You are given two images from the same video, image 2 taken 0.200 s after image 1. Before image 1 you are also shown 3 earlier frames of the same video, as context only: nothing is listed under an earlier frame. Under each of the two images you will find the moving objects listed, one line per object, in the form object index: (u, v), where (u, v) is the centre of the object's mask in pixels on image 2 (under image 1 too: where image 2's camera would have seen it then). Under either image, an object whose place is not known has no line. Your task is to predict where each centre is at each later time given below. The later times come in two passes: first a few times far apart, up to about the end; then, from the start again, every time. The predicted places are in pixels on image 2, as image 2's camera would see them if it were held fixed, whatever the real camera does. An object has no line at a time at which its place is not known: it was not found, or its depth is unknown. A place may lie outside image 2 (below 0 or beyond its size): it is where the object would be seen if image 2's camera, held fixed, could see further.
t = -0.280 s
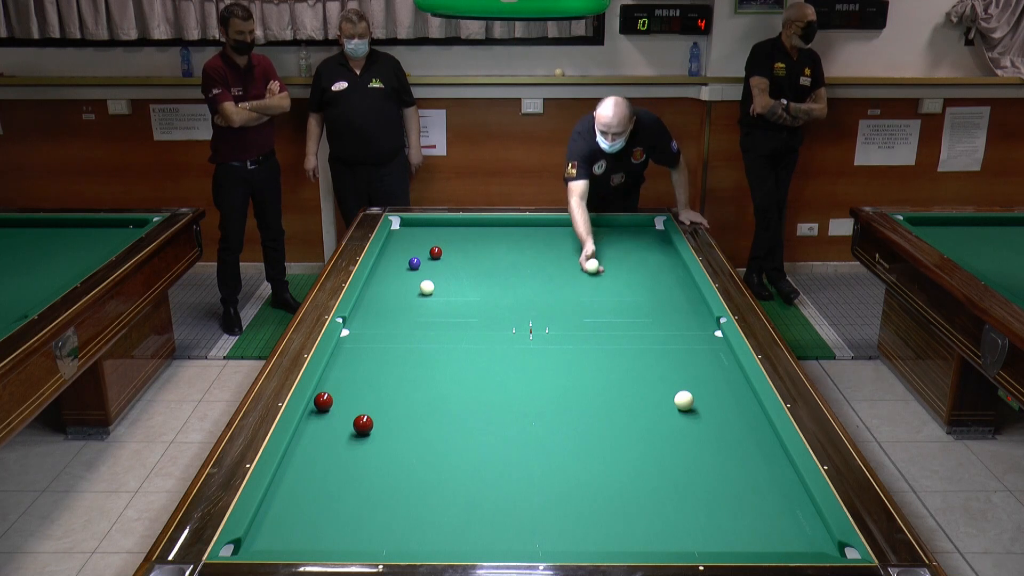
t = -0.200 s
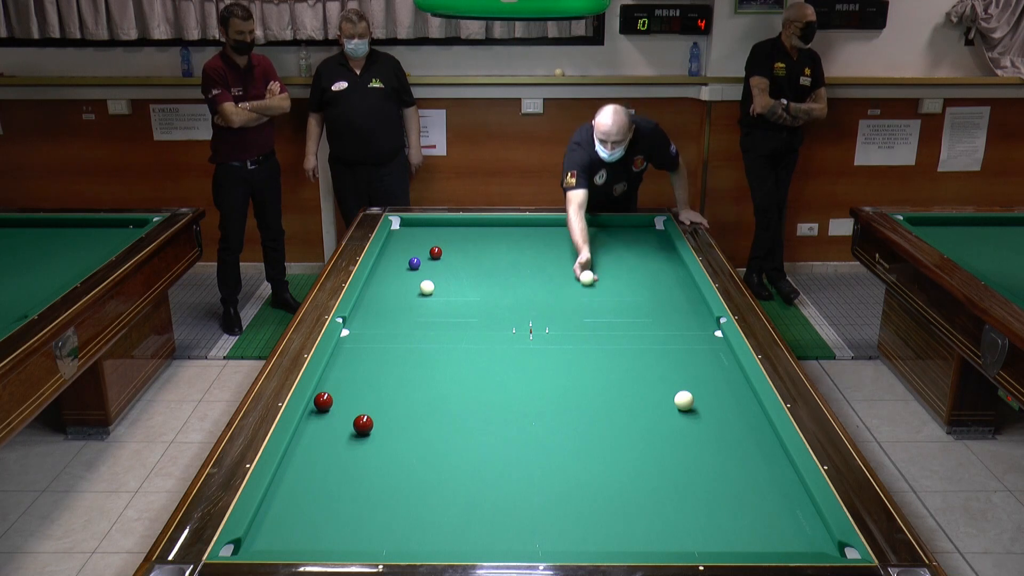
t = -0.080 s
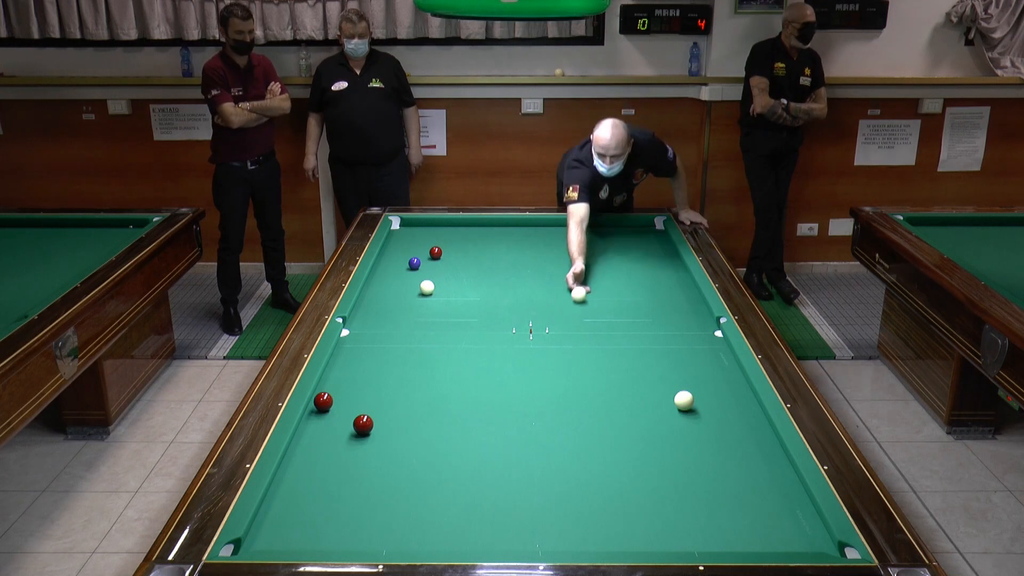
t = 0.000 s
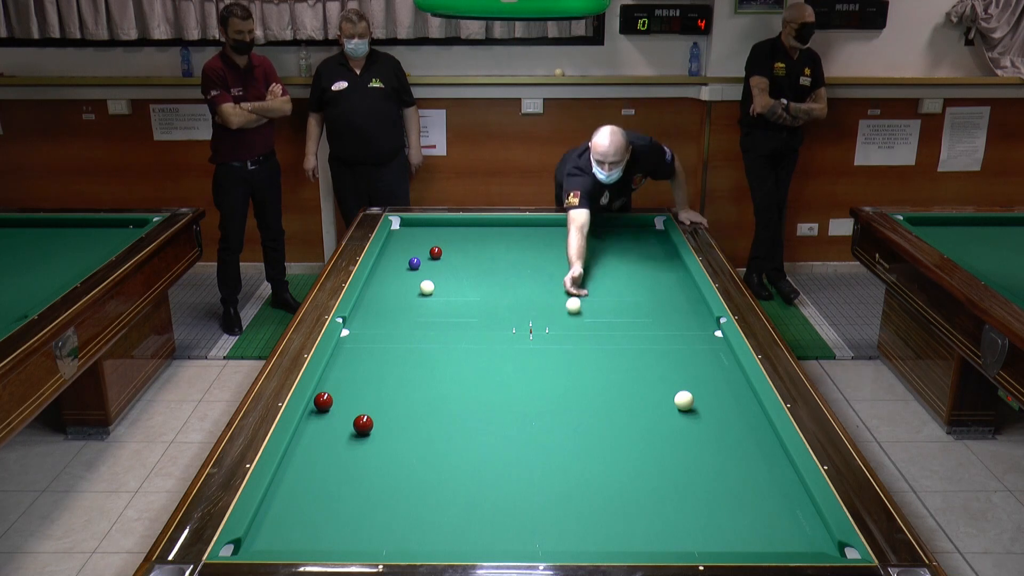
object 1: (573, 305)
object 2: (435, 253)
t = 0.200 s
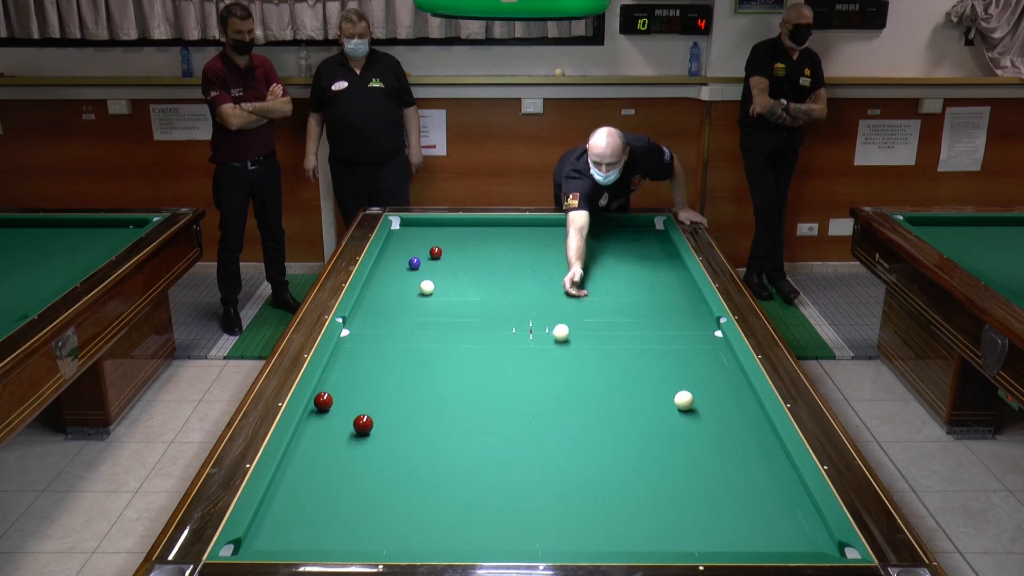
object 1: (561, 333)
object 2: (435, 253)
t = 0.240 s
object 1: (558, 338)
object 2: (435, 253)
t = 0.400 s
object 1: (546, 365)
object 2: (435, 253)
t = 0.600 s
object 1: (529, 401)
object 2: (435, 253)
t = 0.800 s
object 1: (509, 446)
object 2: (435, 253)
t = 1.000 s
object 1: (484, 499)
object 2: (436, 253)
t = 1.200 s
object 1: (456, 540)
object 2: (436, 253)
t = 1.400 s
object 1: (445, 498)
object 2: (436, 253)
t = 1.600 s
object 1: (435, 465)
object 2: (436, 252)
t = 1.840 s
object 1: (424, 431)
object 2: (436, 252)
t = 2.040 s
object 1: (416, 406)
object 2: (436, 252)
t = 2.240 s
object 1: (409, 384)
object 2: (436, 252)
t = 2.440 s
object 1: (403, 364)
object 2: (436, 252)
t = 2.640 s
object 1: (397, 346)
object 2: (436, 252)
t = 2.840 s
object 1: (392, 330)
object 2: (436, 252)
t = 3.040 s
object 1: (388, 315)
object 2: (436, 252)
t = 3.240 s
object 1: (383, 302)
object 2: (436, 252)
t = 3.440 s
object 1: (380, 289)
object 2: (436, 252)
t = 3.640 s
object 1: (376, 278)
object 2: (436, 252)
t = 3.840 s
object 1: (380, 268)
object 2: (436, 252)
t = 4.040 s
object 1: (388, 259)
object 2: (436, 252)
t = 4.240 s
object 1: (395, 251)
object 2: (436, 252)
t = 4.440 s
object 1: (401, 244)
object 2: (436, 252)
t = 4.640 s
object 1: (407, 237)
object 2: (436, 252)
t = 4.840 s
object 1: (413, 230)
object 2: (436, 252)
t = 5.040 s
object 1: (418, 224)
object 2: (436, 252)
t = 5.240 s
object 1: (421, 226)
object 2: (436, 252)
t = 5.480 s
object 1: (423, 230)
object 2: (436, 252)
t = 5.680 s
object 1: (425, 234)
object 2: (436, 253)
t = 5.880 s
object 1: (428, 237)
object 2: (436, 253)
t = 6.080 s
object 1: (430, 240)
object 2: (436, 253)
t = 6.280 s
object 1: (432, 242)
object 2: (436, 253)
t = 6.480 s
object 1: (434, 244)
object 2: (436, 253)
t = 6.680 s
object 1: (437, 246)
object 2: (436, 254)
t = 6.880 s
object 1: (439, 248)
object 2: (435, 256)
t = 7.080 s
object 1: (441, 249)
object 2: (435, 258)
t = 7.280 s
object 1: (442, 250)
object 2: (435, 260)
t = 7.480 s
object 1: (443, 251)
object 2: (435, 262)
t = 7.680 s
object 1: (444, 252)
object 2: (435, 263)
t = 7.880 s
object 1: (445, 252)
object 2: (435, 265)
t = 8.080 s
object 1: (445, 252)
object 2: (435, 267)
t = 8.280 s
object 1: (446, 252)
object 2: (436, 268)
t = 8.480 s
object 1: (446, 252)
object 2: (436, 269)
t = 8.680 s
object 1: (446, 252)
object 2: (436, 270)
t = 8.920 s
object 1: (446, 253)
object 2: (436, 271)
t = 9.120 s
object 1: (446, 253)
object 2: (435, 272)
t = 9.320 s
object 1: (446, 253)
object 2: (435, 273)
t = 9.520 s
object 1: (446, 253)
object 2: (436, 273)
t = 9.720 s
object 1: (446, 253)
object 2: (436, 274)
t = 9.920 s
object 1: (446, 253)
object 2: (436, 274)
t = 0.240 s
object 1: (558, 338)
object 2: (435, 253)
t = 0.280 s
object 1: (555, 345)
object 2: (435, 253)
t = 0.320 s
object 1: (552, 351)
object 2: (435, 253)
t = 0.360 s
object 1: (549, 358)
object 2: (435, 253)
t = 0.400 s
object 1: (546, 365)
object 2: (435, 253)
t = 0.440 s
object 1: (543, 371)
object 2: (435, 253)
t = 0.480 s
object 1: (540, 378)
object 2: (435, 253)
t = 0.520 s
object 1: (536, 386)
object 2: (435, 253)
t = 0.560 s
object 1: (533, 394)
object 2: (435, 253)
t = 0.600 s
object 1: (529, 401)
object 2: (435, 253)
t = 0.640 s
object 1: (526, 410)
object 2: (435, 253)
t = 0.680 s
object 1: (522, 418)
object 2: (435, 253)
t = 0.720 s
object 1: (517, 427)
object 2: (435, 253)
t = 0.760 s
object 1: (513, 437)
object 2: (435, 253)
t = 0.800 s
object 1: (509, 446)
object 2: (435, 253)
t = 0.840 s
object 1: (504, 456)
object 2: (436, 253)
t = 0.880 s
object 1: (499, 466)
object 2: (436, 253)
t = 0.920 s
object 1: (494, 477)
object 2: (436, 253)
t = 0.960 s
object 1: (489, 488)
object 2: (436, 253)
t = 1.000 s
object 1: (484, 499)
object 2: (436, 253)
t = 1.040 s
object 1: (478, 510)
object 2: (436, 253)
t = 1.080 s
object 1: (472, 523)
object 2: (436, 253)
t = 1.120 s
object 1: (466, 535)
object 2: (436, 253)
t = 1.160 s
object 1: (460, 544)
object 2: (436, 253)
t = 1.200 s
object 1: (456, 540)
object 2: (436, 253)
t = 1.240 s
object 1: (454, 532)
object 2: (436, 253)
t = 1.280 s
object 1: (452, 522)
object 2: (436, 253)
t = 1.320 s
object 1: (450, 513)
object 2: (436, 253)
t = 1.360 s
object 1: (447, 505)
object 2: (436, 253)
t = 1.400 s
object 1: (445, 498)
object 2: (436, 253)
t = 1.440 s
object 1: (443, 491)
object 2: (436, 253)
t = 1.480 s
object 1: (441, 484)
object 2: (436, 253)
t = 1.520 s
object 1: (439, 478)
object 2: (436, 253)
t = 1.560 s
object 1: (437, 472)
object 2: (436, 252)
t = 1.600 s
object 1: (435, 465)
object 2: (436, 252)
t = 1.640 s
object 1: (433, 459)
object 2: (436, 253)
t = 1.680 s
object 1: (431, 453)
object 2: (436, 252)
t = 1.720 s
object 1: (429, 448)
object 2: (436, 252)
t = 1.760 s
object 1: (427, 442)
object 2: (436, 252)
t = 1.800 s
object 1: (426, 437)
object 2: (436, 252)
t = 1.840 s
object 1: (424, 431)
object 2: (436, 252)
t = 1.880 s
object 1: (422, 426)
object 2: (436, 252)
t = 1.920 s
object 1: (420, 421)
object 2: (436, 252)
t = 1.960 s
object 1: (419, 416)
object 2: (436, 252)
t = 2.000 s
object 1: (417, 411)
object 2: (436, 252)
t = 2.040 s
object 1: (416, 406)
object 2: (436, 252)
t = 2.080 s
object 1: (414, 402)
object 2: (436, 252)
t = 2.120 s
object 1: (413, 397)
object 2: (436, 252)
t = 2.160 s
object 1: (412, 393)
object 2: (436, 252)
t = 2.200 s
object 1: (410, 388)
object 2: (436, 252)
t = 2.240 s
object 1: (409, 384)
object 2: (436, 252)
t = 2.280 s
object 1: (408, 380)
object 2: (436, 252)
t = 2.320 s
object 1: (406, 376)
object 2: (436, 252)
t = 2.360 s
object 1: (405, 372)
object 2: (436, 252)
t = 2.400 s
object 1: (404, 368)
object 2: (436, 252)
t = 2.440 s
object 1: (403, 364)
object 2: (436, 252)
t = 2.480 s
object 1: (402, 360)
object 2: (436, 252)
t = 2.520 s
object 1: (401, 357)
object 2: (436, 252)
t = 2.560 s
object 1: (399, 353)
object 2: (436, 252)
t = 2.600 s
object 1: (398, 350)
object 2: (436, 252)
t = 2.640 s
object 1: (397, 346)
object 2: (436, 252)
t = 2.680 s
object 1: (396, 343)
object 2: (436, 252)
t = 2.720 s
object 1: (395, 339)
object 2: (436, 252)
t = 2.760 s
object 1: (394, 336)
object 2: (436, 252)
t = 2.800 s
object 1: (393, 333)
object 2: (436, 252)
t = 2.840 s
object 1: (392, 330)
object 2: (436, 252)
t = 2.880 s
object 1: (391, 327)
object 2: (436, 252)
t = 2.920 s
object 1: (390, 324)
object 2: (436, 252)
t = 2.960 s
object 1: (389, 321)
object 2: (436, 252)
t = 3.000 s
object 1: (388, 318)
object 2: (436, 252)
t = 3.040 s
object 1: (388, 315)
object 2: (436, 252)
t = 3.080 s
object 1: (387, 312)
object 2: (436, 252)
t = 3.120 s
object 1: (386, 310)
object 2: (436, 252)
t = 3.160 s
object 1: (385, 307)
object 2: (436, 252)
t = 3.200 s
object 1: (384, 304)
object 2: (436, 252)
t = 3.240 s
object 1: (383, 302)
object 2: (436, 252)
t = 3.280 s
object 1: (383, 299)
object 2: (436, 252)
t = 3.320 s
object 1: (382, 297)
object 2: (436, 252)
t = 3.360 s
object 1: (381, 294)
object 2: (436, 252)
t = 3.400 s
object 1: (380, 292)
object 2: (436, 252)
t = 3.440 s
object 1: (380, 289)
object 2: (436, 252)
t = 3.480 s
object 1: (379, 287)
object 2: (436, 252)
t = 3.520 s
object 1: (378, 285)
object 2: (436, 252)
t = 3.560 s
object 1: (377, 282)
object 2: (436, 252)
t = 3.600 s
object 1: (377, 280)
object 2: (436, 252)
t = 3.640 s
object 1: (376, 278)
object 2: (436, 252)
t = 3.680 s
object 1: (375, 276)
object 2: (436, 252)
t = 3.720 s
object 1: (376, 274)
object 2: (436, 252)
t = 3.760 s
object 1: (377, 272)
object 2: (436, 252)
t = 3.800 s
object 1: (379, 270)
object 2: (436, 252)
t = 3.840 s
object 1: (380, 268)
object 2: (436, 252)
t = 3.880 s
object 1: (382, 266)
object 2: (436, 252)
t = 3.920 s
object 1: (383, 265)
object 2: (436, 252)
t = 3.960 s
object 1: (385, 263)
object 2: (436, 252)
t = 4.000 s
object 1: (386, 261)
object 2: (436, 252)
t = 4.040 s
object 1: (388, 259)
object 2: (436, 252)
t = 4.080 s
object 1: (389, 258)
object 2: (436, 252)
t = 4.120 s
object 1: (391, 256)
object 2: (436, 252)
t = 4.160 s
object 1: (392, 255)
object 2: (436, 252)
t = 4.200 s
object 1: (393, 253)
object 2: (436, 252)
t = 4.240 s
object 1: (395, 251)
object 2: (436, 252)
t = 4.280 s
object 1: (396, 250)
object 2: (436, 252)
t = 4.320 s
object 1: (397, 248)
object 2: (436, 252)
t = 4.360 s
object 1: (399, 247)
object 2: (436, 252)
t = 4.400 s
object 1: (400, 245)
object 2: (436, 252)
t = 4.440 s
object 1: (401, 244)
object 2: (436, 252)
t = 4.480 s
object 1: (402, 242)
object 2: (436, 252)
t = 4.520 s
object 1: (404, 241)
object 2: (436, 252)
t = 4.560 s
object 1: (405, 240)
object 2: (436, 252)
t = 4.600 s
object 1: (406, 238)
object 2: (436, 252)
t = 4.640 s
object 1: (407, 237)
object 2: (436, 252)
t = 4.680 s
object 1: (408, 236)
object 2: (436, 252)
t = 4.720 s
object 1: (409, 234)
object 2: (436, 252)
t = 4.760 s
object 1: (410, 233)
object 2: (436, 252)
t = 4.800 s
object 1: (412, 232)
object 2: (436, 252)
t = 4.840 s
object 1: (413, 230)
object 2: (436, 252)
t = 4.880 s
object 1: (414, 229)
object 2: (436, 252)
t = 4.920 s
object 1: (415, 228)
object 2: (436, 252)
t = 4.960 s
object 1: (416, 227)
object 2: (436, 252)
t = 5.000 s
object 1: (417, 226)
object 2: (436, 252)
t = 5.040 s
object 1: (418, 224)
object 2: (436, 252)
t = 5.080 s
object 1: (419, 223)
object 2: (436, 252)
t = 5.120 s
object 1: (419, 224)
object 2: (436, 253)
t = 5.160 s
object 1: (420, 225)
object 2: (436, 252)
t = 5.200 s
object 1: (420, 225)
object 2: (436, 252)
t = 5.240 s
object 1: (421, 226)
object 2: (436, 252)
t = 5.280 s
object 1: (421, 227)
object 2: (436, 252)
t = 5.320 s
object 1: (421, 227)
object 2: (436, 252)
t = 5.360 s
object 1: (422, 228)
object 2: (436, 253)
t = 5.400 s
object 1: (422, 229)
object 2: (436, 253)
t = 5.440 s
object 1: (423, 230)
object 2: (436, 253)
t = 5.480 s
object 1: (423, 230)
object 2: (436, 252)
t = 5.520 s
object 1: (424, 231)
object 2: (436, 253)
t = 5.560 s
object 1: (424, 232)
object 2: (436, 253)
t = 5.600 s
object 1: (425, 232)
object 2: (436, 252)
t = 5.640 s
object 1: (425, 233)
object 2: (436, 253)
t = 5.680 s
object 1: (425, 234)
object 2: (436, 253)
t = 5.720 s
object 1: (426, 234)
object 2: (436, 253)
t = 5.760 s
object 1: (426, 235)
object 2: (436, 252)
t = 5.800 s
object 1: (427, 235)
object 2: (436, 253)
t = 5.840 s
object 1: (427, 236)
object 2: (436, 253)
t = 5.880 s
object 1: (428, 237)
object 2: (436, 253)
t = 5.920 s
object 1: (428, 237)
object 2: (436, 253)
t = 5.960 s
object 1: (429, 238)
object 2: (436, 253)
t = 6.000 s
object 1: (429, 239)
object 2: (436, 253)
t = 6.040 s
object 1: (430, 239)
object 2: (436, 253)
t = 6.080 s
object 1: (430, 240)
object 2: (436, 253)
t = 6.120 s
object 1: (430, 241)
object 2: (436, 253)
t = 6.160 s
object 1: (431, 241)
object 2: (436, 253)
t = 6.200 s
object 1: (431, 242)
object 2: (436, 253)
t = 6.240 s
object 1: (432, 242)
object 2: (436, 253)
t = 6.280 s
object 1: (432, 242)
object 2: (436, 253)
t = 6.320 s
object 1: (432, 243)
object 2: (436, 253)
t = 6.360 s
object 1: (433, 243)
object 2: (436, 253)
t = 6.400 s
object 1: (433, 243)
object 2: (436, 253)
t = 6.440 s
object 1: (434, 244)
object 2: (436, 253)
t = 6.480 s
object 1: (434, 244)
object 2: (436, 253)
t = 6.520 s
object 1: (435, 244)
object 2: (436, 253)
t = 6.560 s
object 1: (435, 245)
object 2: (436, 253)
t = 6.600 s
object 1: (435, 245)
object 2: (436, 253)
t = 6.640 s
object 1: (436, 245)
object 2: (436, 254)
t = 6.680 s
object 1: (437, 246)
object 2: (436, 254)
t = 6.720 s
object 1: (437, 246)
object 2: (435, 254)
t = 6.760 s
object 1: (438, 247)
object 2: (435, 255)
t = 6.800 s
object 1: (438, 247)
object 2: (435, 255)
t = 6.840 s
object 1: (439, 247)
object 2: (435, 256)
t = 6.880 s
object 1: (439, 248)
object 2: (435, 256)
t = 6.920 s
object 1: (440, 248)
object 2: (435, 257)
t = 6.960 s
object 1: (440, 248)
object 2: (435, 257)
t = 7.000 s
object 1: (440, 249)
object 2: (435, 257)
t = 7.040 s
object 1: (441, 249)
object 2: (435, 258)
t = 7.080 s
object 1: (441, 249)
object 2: (435, 258)
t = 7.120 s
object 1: (441, 249)
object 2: (435, 258)
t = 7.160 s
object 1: (441, 249)
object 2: (435, 259)
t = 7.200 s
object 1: (442, 250)
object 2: (435, 259)
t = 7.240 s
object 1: (442, 250)
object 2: (435, 260)
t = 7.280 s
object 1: (442, 250)
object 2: (435, 260)
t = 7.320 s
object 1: (442, 250)
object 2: (435, 260)
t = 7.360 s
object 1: (443, 251)
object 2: (435, 261)
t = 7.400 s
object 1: (443, 251)
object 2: (435, 261)
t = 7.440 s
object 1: (443, 251)
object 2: (435, 261)
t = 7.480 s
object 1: (443, 251)
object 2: (435, 262)
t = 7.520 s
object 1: (444, 251)
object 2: (435, 262)
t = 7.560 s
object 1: (444, 251)
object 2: (435, 262)
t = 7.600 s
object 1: (444, 251)
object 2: (435, 263)
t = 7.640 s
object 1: (444, 251)
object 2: (435, 263)
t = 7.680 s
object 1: (444, 252)
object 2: (435, 263)
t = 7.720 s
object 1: (444, 252)
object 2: (435, 264)
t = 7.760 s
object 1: (445, 252)
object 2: (435, 264)
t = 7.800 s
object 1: (445, 252)
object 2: (435, 264)
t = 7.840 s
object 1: (445, 252)
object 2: (435, 265)
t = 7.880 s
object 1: (445, 252)
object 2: (435, 265)
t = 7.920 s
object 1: (445, 252)
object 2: (435, 265)
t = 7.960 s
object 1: (445, 252)
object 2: (435, 266)
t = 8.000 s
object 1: (445, 252)
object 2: (435, 266)
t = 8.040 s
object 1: (445, 252)
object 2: (436, 266)
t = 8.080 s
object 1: (445, 252)
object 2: (435, 267)
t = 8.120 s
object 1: (446, 252)
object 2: (435, 267)
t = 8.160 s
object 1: (446, 252)
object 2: (435, 267)
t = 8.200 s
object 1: (446, 252)
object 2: (435, 267)
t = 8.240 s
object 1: (446, 252)
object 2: (435, 268)
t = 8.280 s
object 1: (446, 252)
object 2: (436, 268)
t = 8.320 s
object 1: (446, 252)
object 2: (435, 268)
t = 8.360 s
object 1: (446, 252)
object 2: (435, 268)
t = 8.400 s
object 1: (446, 252)
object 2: (436, 269)
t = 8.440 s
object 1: (446, 252)
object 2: (436, 269)
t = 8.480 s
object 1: (446, 252)
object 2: (436, 269)
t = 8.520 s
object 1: (446, 252)
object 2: (436, 269)
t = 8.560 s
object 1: (446, 252)
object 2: (436, 269)
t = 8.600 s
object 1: (446, 252)
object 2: (436, 270)
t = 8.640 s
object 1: (446, 252)
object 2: (436, 270)
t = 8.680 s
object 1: (446, 252)
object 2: (436, 270)
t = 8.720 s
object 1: (446, 252)
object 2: (436, 270)
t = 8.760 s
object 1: (446, 252)
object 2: (436, 271)
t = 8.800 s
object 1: (446, 252)
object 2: (436, 271)
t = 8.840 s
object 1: (446, 252)
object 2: (436, 271)
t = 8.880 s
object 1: (446, 252)
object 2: (436, 271)
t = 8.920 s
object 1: (446, 253)
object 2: (436, 271)
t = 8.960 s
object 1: (446, 253)
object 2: (435, 271)
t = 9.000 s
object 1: (446, 253)
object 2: (435, 272)
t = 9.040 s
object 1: (446, 253)
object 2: (435, 272)
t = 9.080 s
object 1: (446, 253)
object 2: (435, 272)
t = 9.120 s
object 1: (446, 253)
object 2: (435, 272)
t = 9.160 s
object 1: (446, 253)
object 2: (435, 272)
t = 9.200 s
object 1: (446, 253)
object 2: (435, 273)
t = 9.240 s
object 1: (446, 253)
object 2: (435, 273)
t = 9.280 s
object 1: (446, 253)
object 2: (435, 273)
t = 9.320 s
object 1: (446, 253)
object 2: (435, 273)
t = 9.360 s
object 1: (446, 253)
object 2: (435, 273)
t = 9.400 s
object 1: (446, 253)
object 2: (435, 273)
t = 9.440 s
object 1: (446, 253)
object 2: (436, 273)
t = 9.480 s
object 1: (446, 253)
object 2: (435, 273)
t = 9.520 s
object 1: (446, 253)
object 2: (436, 273)
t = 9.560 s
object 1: (446, 253)
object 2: (436, 274)
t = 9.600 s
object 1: (446, 253)
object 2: (436, 274)
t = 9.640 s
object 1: (446, 253)
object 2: (436, 274)
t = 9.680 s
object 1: (446, 253)
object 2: (436, 274)
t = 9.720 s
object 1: (446, 253)
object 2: (436, 274)
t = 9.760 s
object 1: (446, 253)
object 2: (436, 274)
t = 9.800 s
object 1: (446, 253)
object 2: (436, 274)
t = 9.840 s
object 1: (446, 253)
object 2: (436, 274)
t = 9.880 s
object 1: (446, 253)
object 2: (436, 274)
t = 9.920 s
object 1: (446, 253)
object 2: (436, 274)
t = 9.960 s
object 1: (446, 253)
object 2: (436, 274)
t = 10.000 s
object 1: (446, 253)
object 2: (436, 274)
